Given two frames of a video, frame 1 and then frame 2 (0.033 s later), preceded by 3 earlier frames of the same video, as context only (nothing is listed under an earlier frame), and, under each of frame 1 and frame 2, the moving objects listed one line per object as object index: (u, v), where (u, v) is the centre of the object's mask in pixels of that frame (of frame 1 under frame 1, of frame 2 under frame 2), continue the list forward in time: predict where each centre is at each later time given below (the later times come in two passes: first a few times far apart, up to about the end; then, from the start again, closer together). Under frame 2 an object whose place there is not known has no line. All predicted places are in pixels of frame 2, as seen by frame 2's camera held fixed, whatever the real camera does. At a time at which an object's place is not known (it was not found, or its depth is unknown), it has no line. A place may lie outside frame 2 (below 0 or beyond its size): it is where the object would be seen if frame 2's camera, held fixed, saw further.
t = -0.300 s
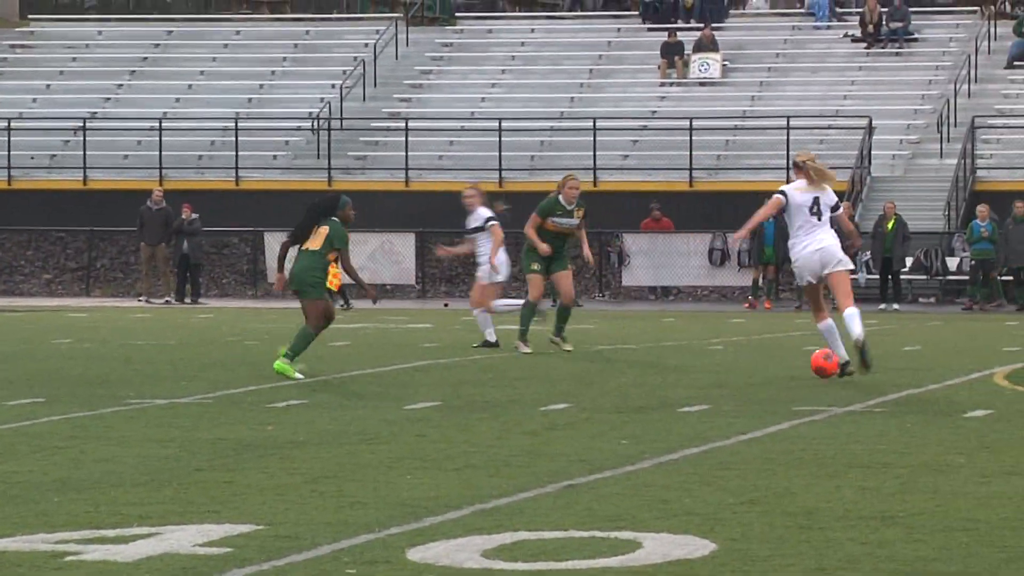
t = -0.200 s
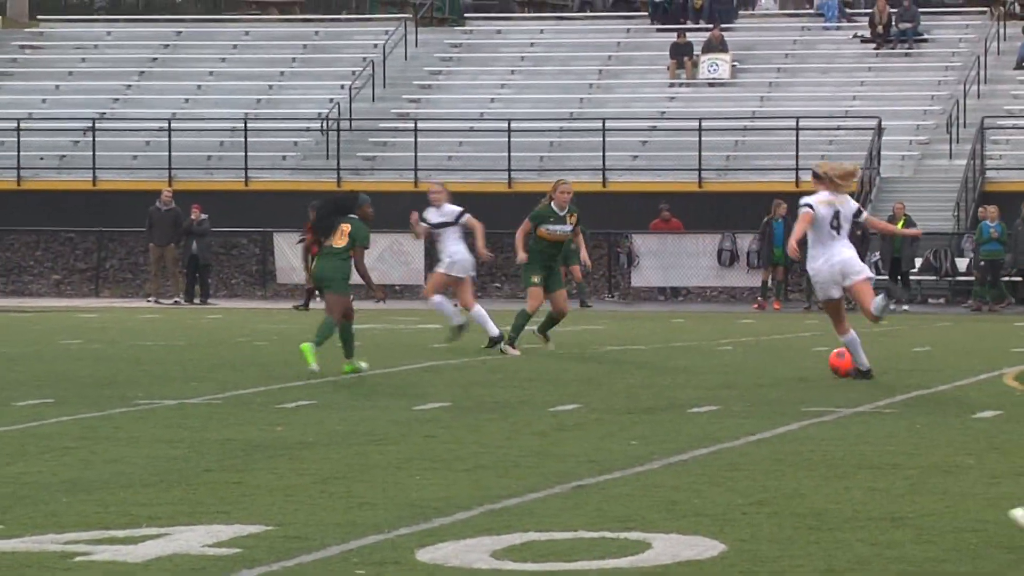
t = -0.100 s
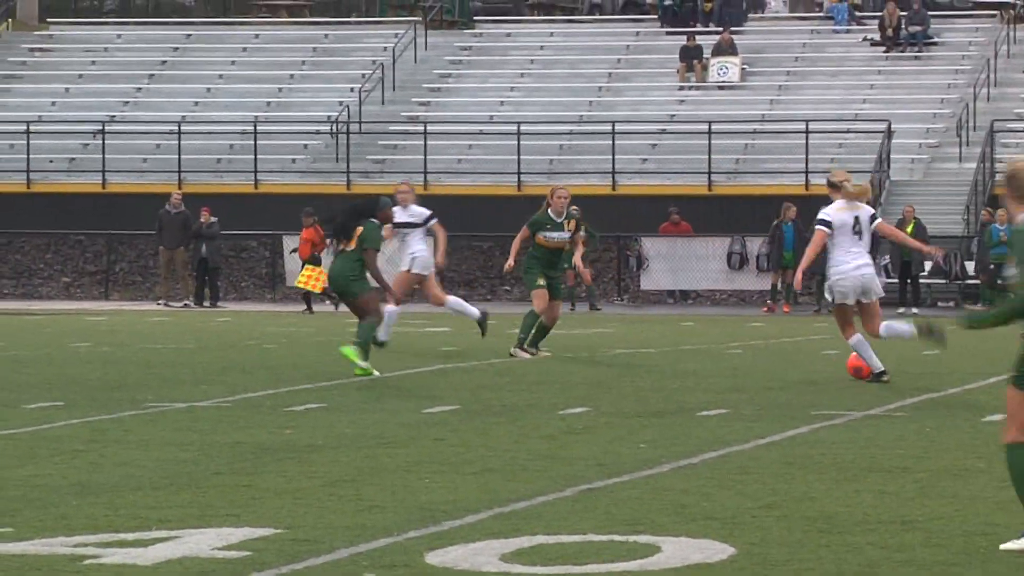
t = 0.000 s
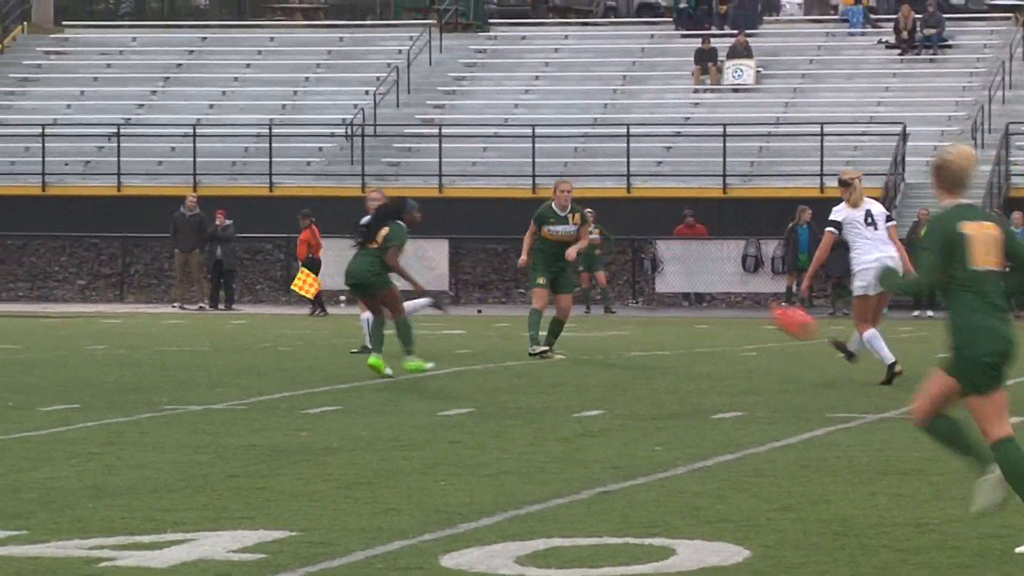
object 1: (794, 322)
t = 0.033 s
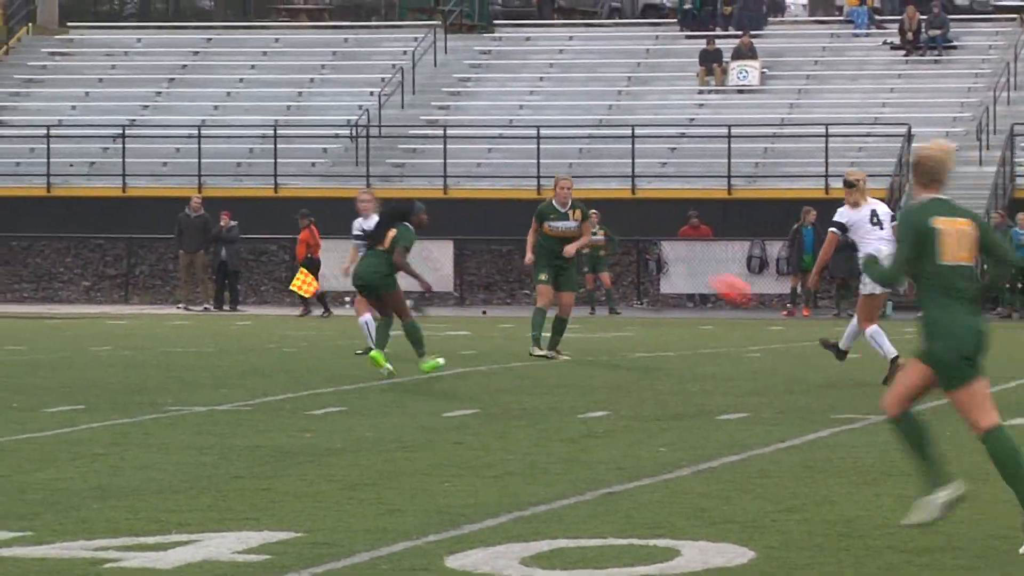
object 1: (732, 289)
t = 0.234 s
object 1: (367, 128)
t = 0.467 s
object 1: (-10, -8)
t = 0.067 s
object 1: (665, 258)
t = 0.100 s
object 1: (606, 229)
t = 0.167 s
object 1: (484, 176)
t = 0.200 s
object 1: (425, 152)
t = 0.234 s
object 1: (367, 128)
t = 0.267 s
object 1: (309, 106)
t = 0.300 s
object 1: (255, 85)
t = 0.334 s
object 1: (201, 65)
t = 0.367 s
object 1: (148, 46)
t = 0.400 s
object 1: (94, 26)
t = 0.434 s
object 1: (42, 9)
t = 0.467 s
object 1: (-10, -8)
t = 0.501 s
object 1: (-58, -22)
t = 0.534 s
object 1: (-111, -35)
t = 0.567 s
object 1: (-161, -48)
